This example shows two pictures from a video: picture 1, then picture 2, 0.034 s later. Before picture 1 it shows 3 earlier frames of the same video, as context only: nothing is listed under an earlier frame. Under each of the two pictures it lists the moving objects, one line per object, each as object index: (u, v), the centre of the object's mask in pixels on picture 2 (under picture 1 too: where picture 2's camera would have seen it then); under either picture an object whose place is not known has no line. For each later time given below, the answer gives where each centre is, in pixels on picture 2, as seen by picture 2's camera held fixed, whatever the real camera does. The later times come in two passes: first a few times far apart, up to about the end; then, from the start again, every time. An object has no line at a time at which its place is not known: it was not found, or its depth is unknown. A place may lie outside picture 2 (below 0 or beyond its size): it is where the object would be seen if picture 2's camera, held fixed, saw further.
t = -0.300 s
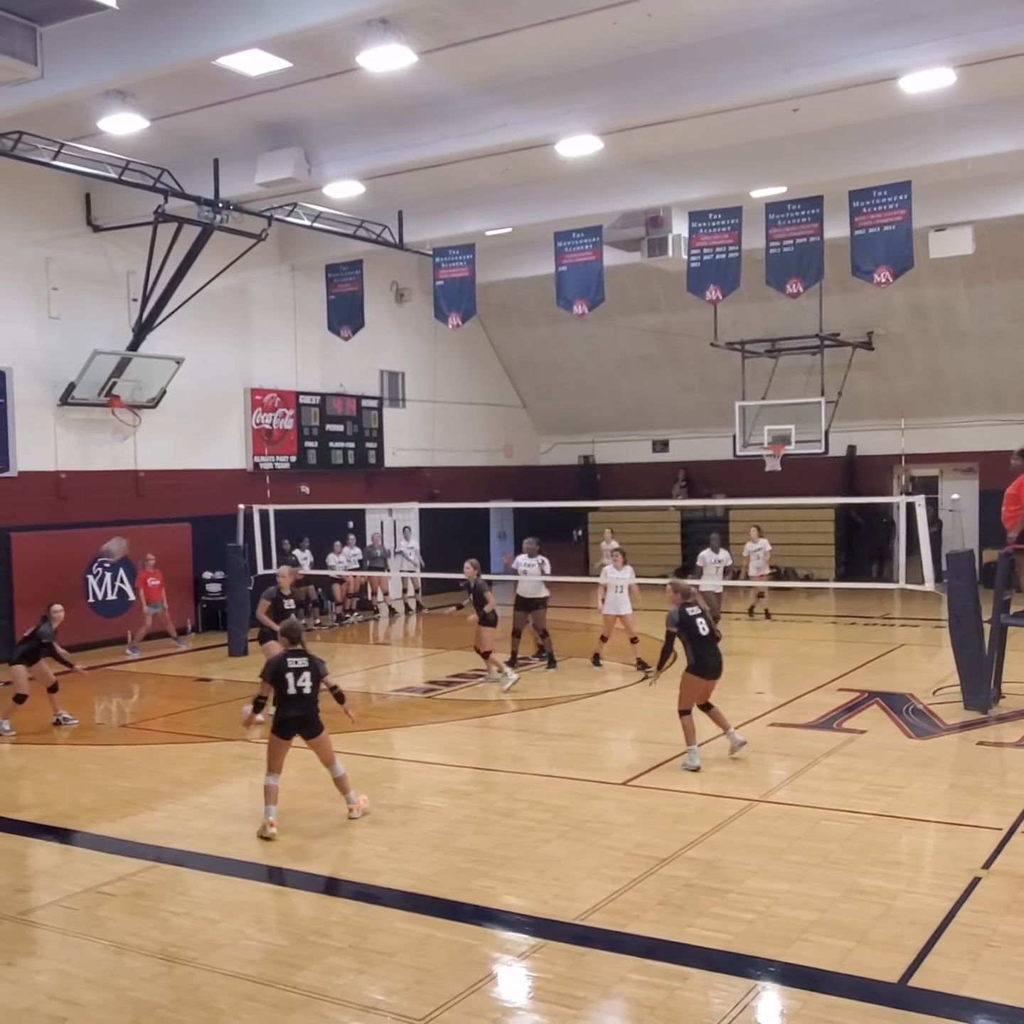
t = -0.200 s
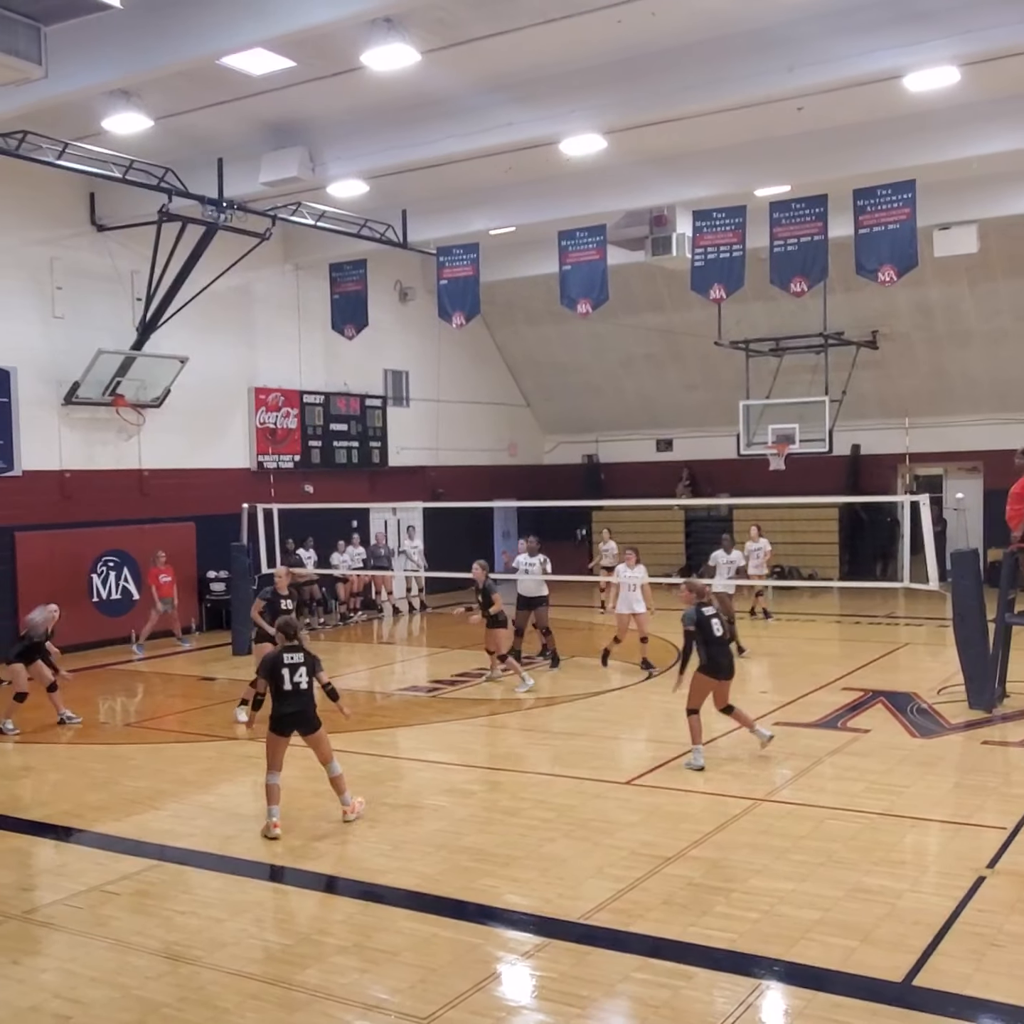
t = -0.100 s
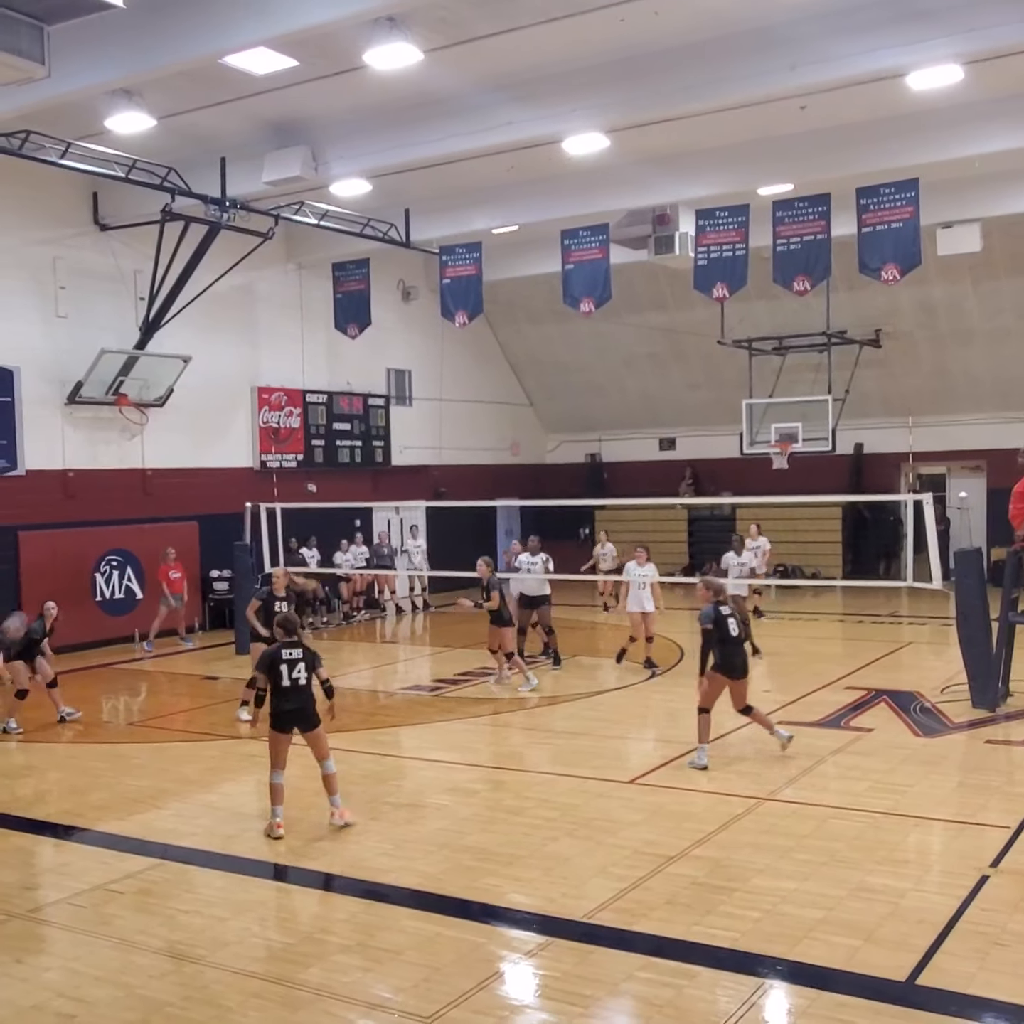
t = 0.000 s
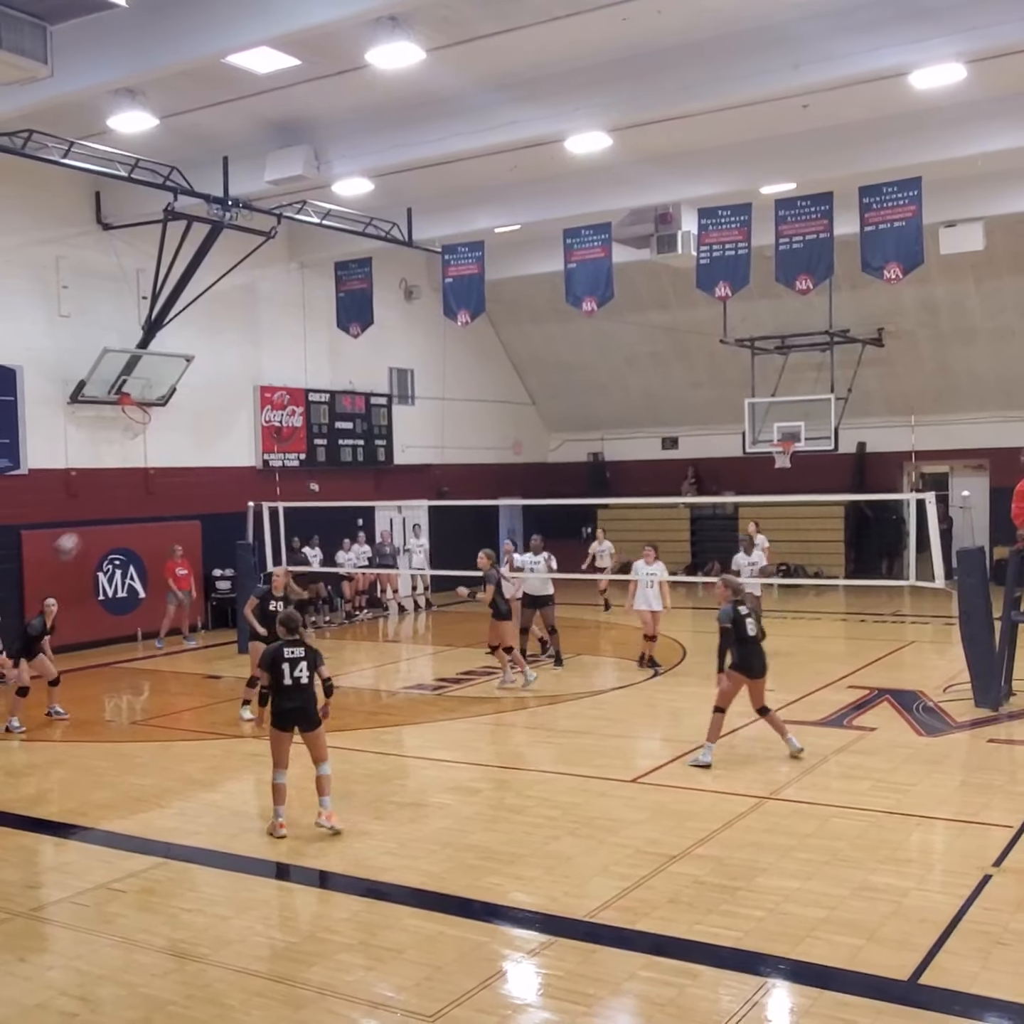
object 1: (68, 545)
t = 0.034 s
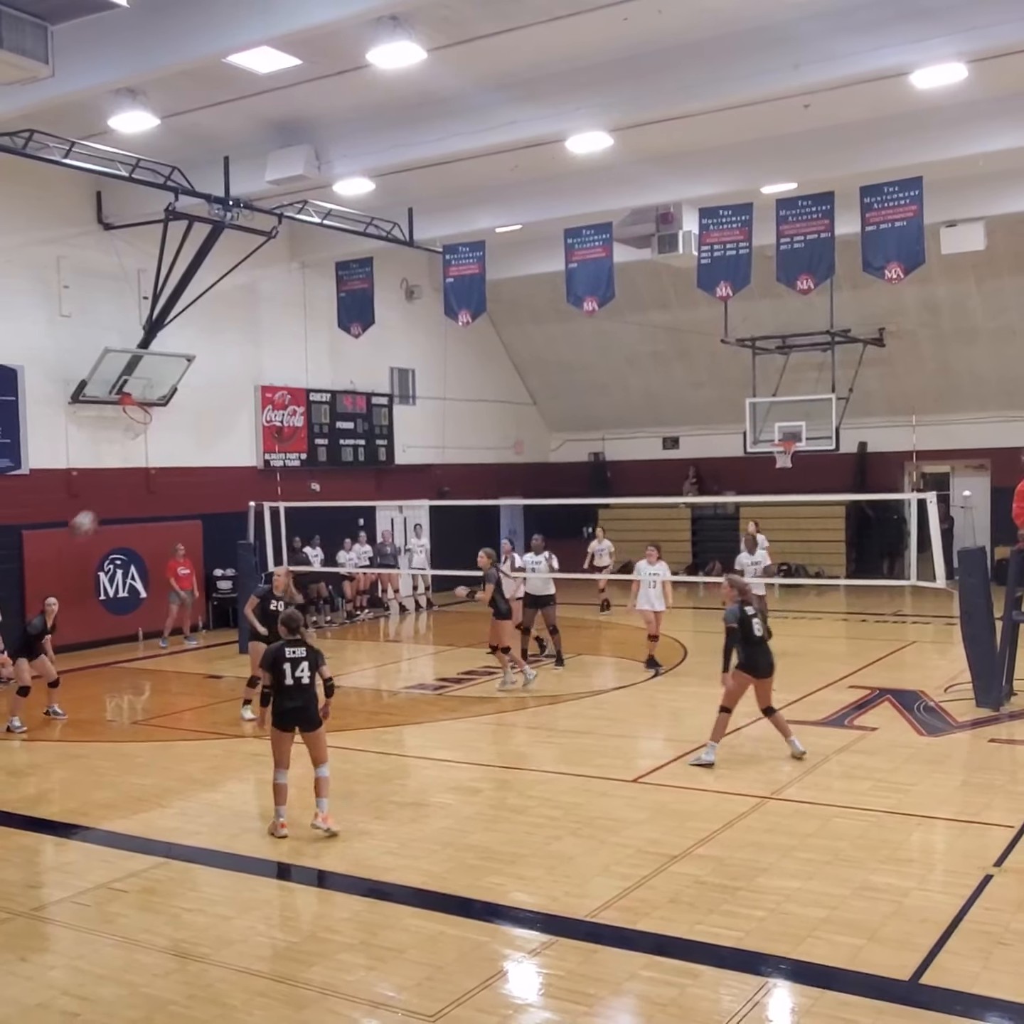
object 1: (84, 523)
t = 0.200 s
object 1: (159, 433)
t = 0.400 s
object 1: (243, 371)
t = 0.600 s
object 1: (318, 349)
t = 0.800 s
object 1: (386, 365)
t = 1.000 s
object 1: (450, 414)
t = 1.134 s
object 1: (490, 462)
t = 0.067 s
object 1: (99, 502)
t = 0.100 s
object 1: (114, 484)
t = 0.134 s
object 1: (130, 467)
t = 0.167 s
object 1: (144, 449)
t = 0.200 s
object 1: (159, 433)
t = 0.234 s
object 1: (173, 420)
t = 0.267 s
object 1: (188, 408)
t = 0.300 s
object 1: (202, 397)
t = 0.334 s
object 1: (216, 386)
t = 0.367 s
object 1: (230, 377)
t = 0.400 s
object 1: (243, 371)
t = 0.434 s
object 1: (256, 364)
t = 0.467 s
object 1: (269, 359)
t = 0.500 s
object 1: (282, 355)
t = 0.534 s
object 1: (294, 352)
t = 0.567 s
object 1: (306, 352)
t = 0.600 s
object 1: (318, 349)
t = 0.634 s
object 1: (330, 350)
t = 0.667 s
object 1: (343, 350)
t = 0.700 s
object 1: (354, 353)
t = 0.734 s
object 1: (364, 357)
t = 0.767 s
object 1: (376, 359)
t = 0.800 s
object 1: (386, 365)
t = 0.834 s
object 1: (398, 371)
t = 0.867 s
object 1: (408, 378)
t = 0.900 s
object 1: (420, 387)
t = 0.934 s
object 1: (430, 394)
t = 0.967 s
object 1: (440, 404)
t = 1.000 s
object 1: (450, 414)
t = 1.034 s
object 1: (460, 426)
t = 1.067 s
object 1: (471, 436)
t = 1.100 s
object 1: (478, 447)
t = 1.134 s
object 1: (490, 462)
